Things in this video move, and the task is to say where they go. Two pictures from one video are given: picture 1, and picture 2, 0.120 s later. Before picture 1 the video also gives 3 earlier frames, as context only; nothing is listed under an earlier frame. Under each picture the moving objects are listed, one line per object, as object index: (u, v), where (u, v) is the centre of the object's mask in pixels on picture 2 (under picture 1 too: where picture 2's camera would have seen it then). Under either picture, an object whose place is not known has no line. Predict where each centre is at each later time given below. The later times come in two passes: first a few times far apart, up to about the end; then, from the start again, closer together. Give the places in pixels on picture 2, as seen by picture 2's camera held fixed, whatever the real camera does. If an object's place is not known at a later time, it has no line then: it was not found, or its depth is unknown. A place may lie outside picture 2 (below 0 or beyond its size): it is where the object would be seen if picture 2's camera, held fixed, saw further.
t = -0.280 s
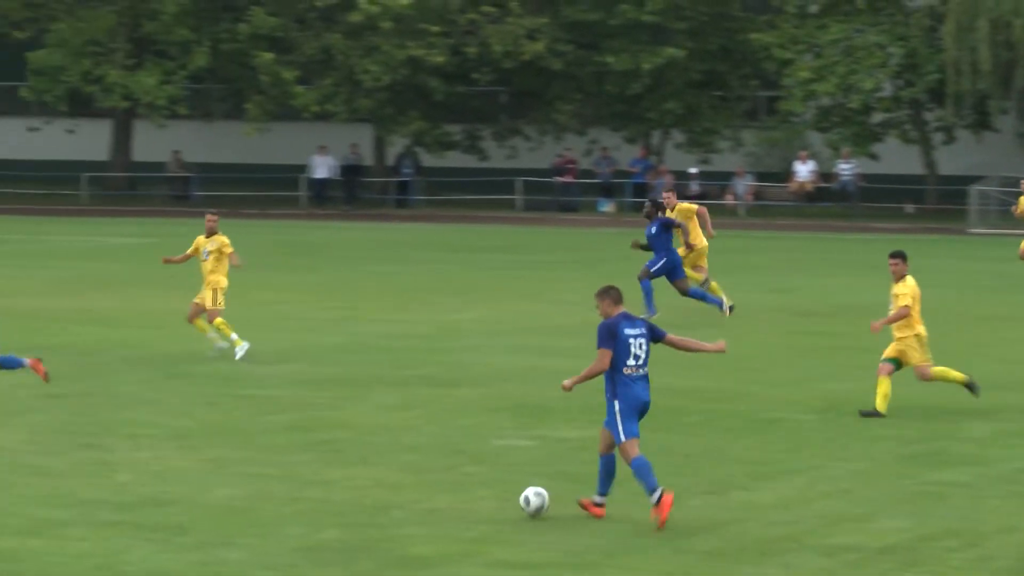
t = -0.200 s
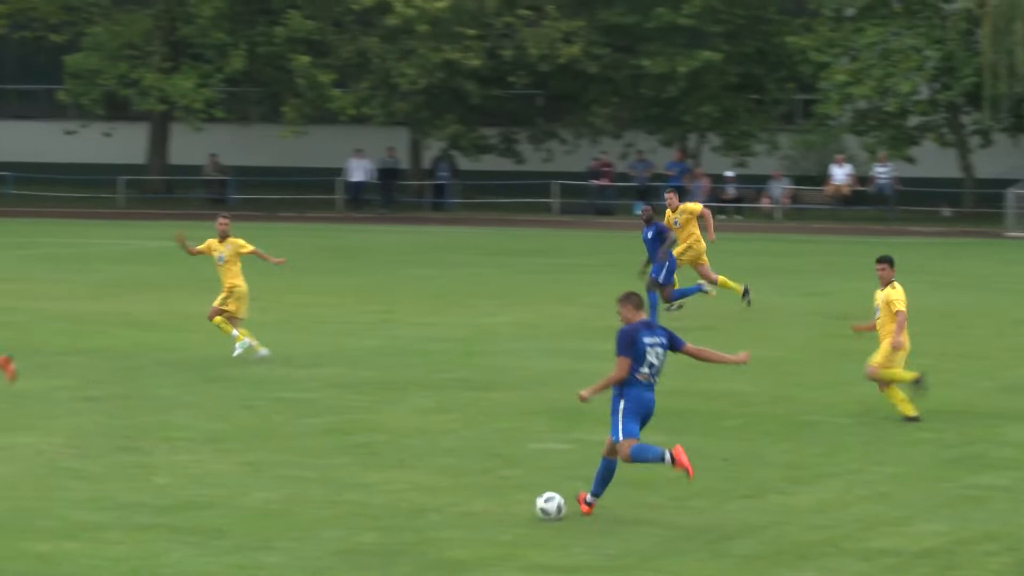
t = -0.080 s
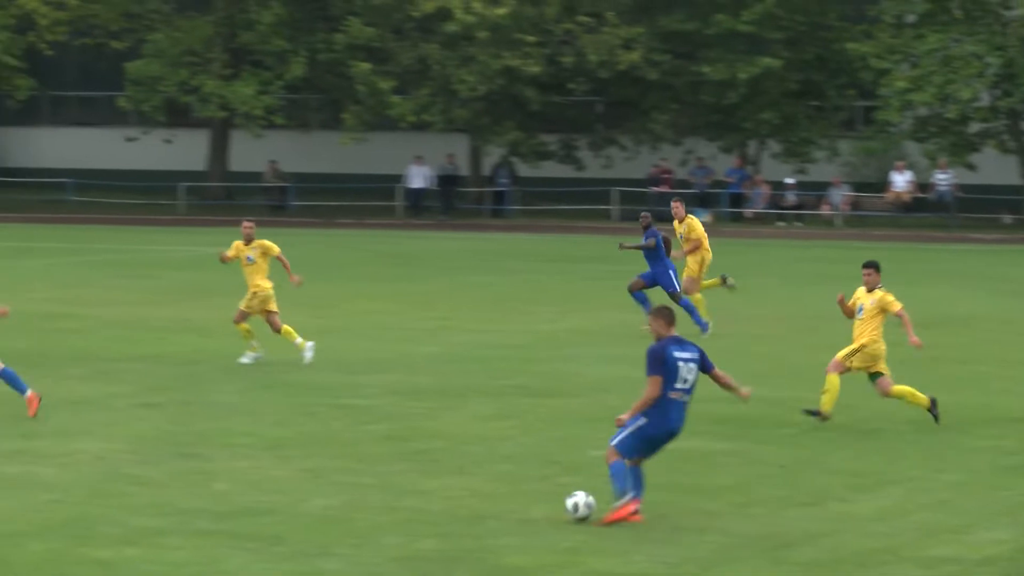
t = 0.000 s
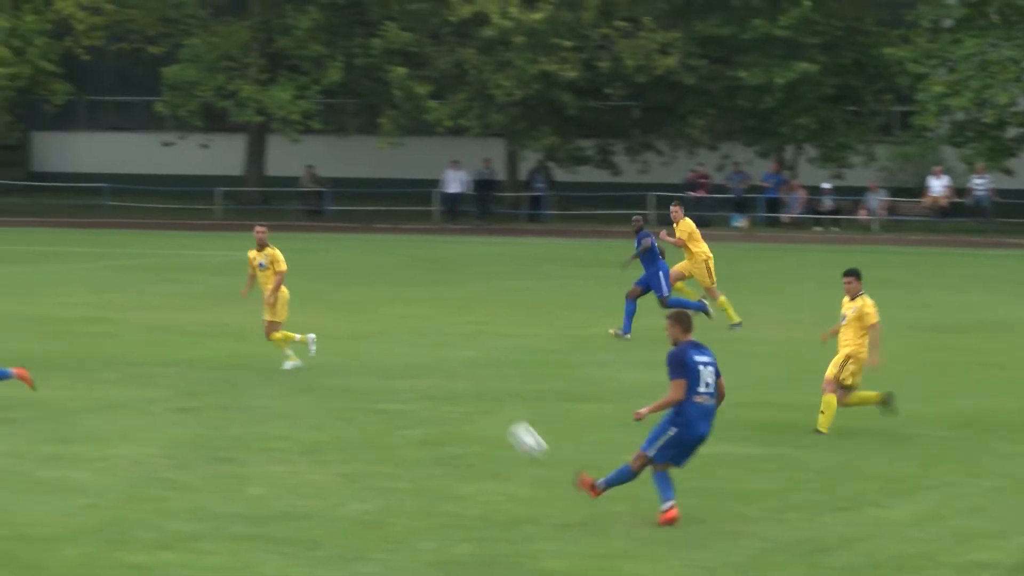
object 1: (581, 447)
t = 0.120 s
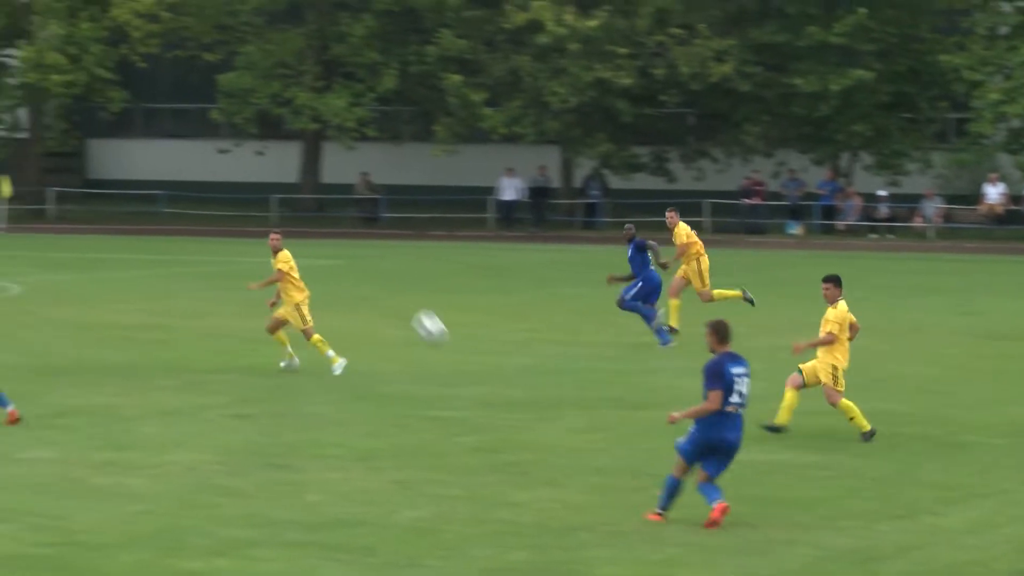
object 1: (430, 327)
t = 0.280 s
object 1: (258, 204)
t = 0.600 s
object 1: (-11, 39)
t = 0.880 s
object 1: (-187, -31)
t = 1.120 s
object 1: (-314, -38)
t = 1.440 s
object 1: (-457, 24)
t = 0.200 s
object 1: (340, 262)
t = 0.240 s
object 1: (297, 231)
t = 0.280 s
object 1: (258, 204)
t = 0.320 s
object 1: (219, 178)
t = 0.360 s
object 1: (182, 153)
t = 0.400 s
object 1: (146, 129)
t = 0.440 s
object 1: (112, 110)
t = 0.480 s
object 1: (80, 90)
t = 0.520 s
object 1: (49, 71)
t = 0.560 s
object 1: (18, 54)
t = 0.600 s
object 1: (-11, 39)
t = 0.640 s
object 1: (-39, 26)
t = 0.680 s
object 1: (-65, 12)
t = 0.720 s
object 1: (-91, 1)
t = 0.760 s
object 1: (-116, -10)
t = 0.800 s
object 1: (-140, -18)
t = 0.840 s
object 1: (-164, -26)
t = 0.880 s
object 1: (-187, -31)
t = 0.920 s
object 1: (-210, -36)
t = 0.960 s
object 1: (-230, -39)
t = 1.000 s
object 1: (-251, -38)
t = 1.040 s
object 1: (-273, -41)
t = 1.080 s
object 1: (-293, -39)
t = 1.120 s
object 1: (-314, -38)
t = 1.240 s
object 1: (-371, -23)
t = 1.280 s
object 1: (-389, -15)
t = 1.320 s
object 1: (-407, -7)
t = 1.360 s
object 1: (-425, 2)
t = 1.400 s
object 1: (-441, 13)
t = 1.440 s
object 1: (-457, 24)
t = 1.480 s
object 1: (-473, 36)
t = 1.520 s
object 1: (-488, 51)
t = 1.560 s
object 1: (-503, 65)
